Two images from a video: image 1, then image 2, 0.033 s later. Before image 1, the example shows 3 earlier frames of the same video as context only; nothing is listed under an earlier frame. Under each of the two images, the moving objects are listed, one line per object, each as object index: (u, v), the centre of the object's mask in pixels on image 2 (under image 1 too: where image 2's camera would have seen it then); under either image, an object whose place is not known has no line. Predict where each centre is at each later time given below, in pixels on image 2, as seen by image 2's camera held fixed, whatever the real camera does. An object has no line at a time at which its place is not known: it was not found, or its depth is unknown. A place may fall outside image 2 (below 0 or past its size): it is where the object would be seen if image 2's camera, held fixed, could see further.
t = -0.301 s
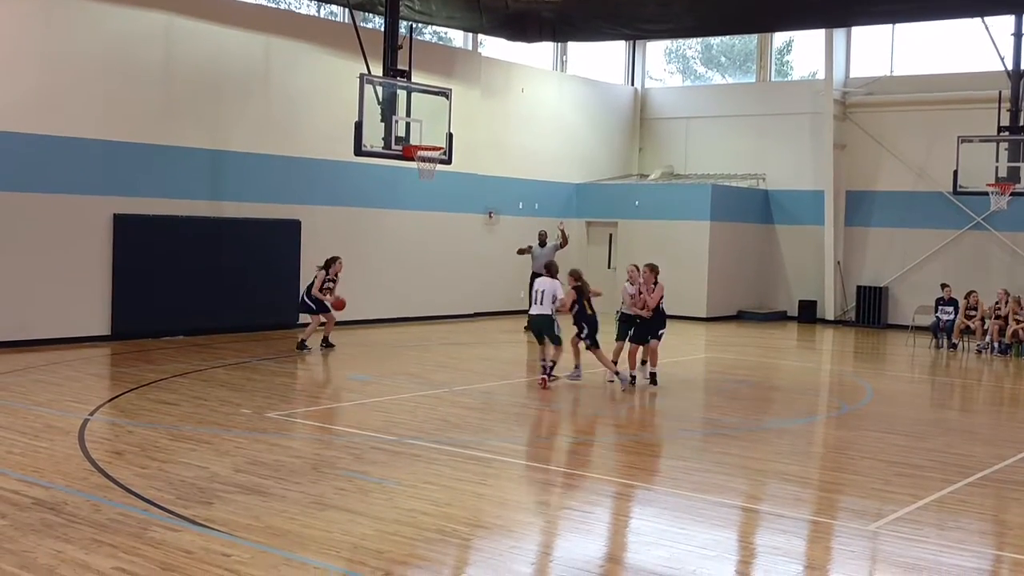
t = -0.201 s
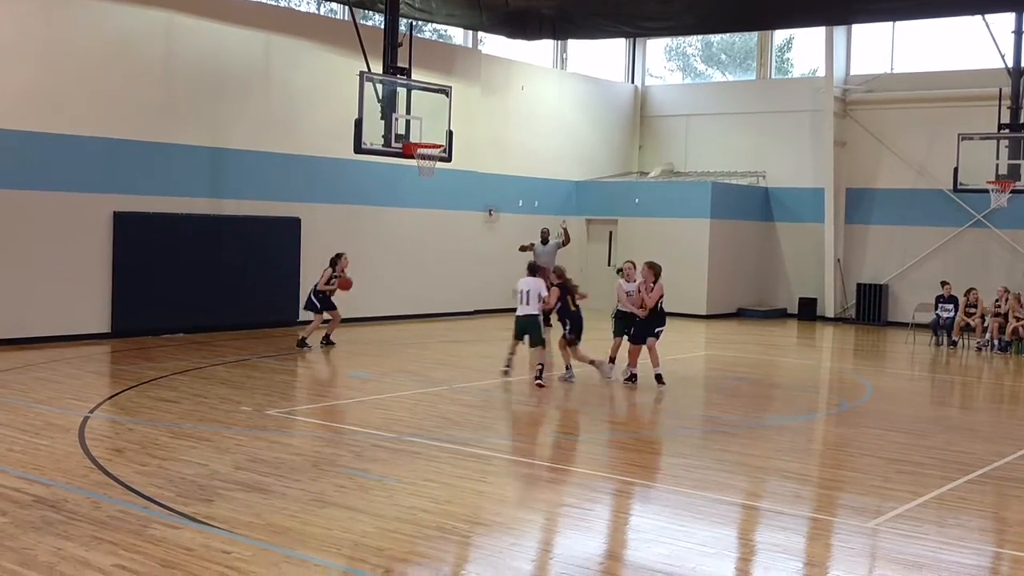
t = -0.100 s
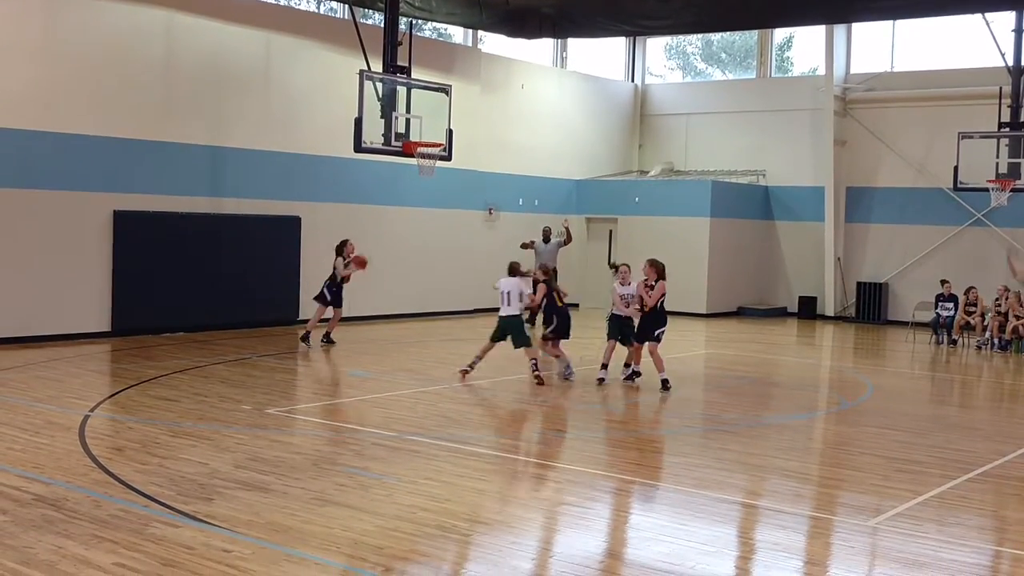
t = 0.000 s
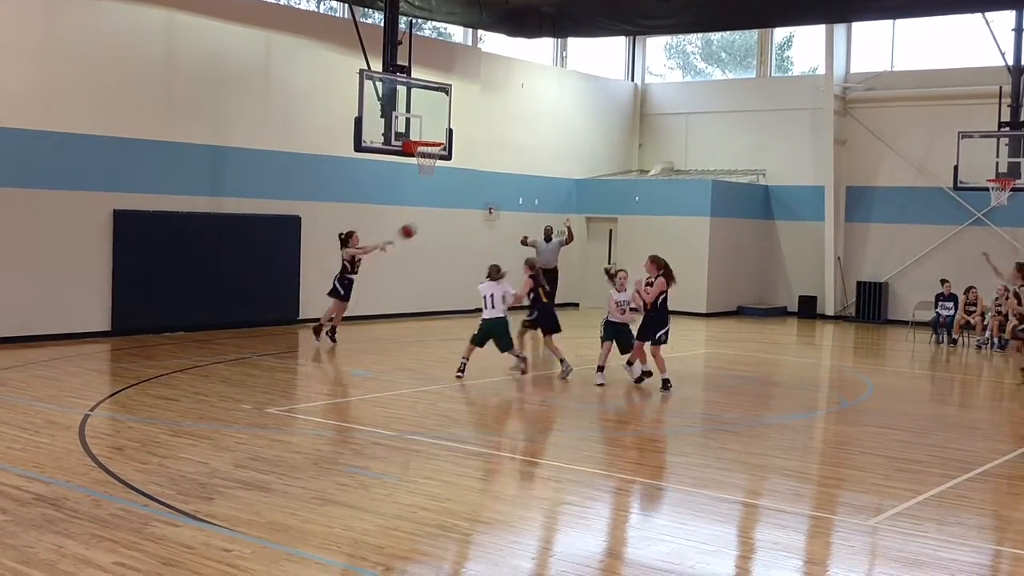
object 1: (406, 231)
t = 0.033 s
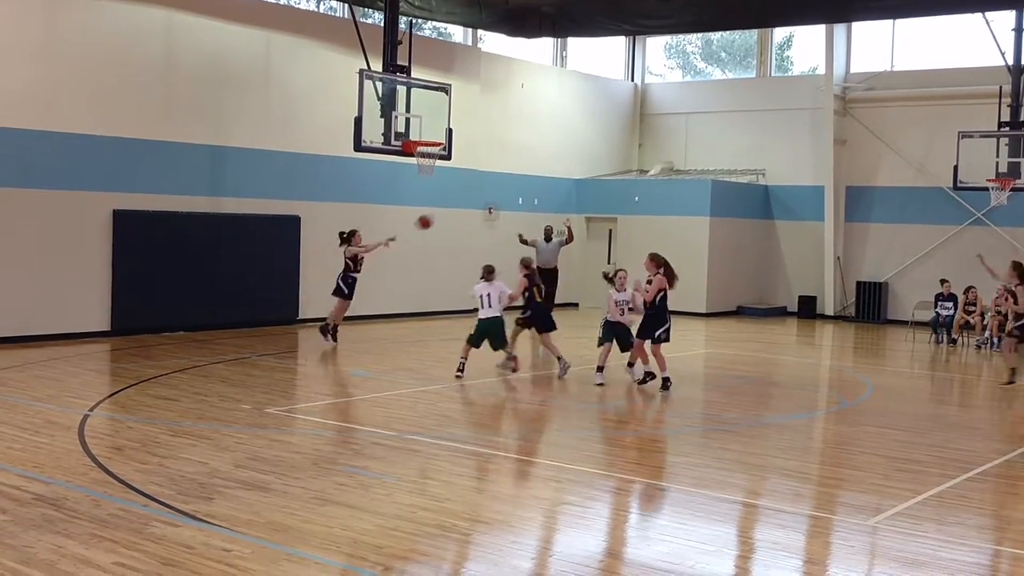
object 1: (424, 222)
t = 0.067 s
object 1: (441, 213)
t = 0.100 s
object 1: (459, 205)
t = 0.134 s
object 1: (476, 198)
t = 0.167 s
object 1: (493, 191)
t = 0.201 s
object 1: (510, 186)
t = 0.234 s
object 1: (525, 181)
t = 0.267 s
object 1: (542, 177)
